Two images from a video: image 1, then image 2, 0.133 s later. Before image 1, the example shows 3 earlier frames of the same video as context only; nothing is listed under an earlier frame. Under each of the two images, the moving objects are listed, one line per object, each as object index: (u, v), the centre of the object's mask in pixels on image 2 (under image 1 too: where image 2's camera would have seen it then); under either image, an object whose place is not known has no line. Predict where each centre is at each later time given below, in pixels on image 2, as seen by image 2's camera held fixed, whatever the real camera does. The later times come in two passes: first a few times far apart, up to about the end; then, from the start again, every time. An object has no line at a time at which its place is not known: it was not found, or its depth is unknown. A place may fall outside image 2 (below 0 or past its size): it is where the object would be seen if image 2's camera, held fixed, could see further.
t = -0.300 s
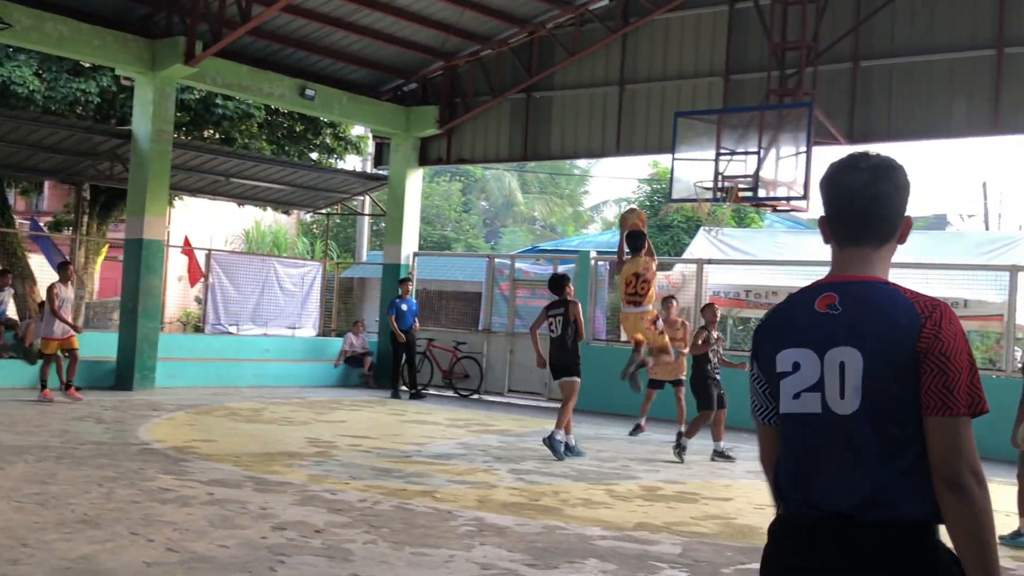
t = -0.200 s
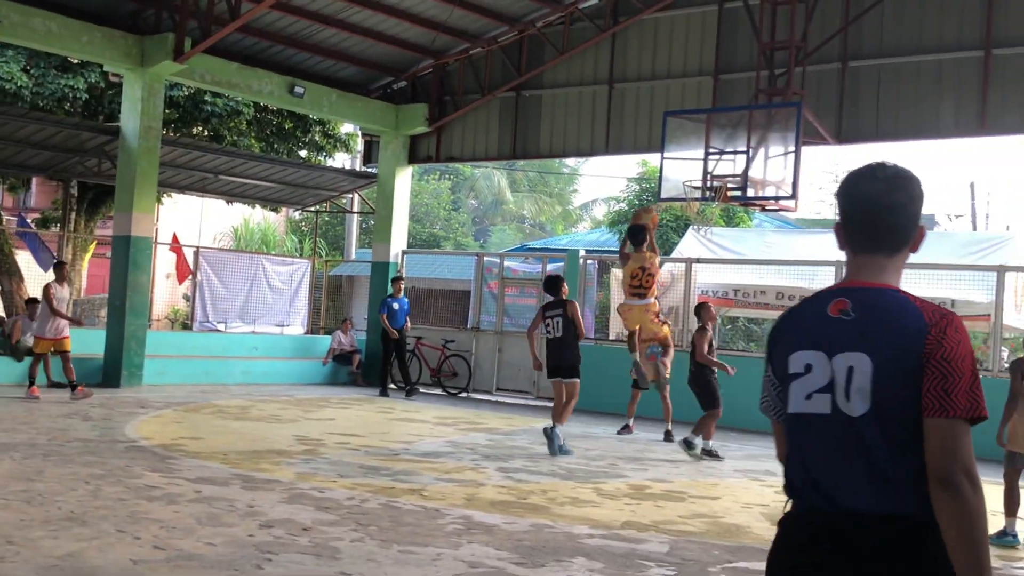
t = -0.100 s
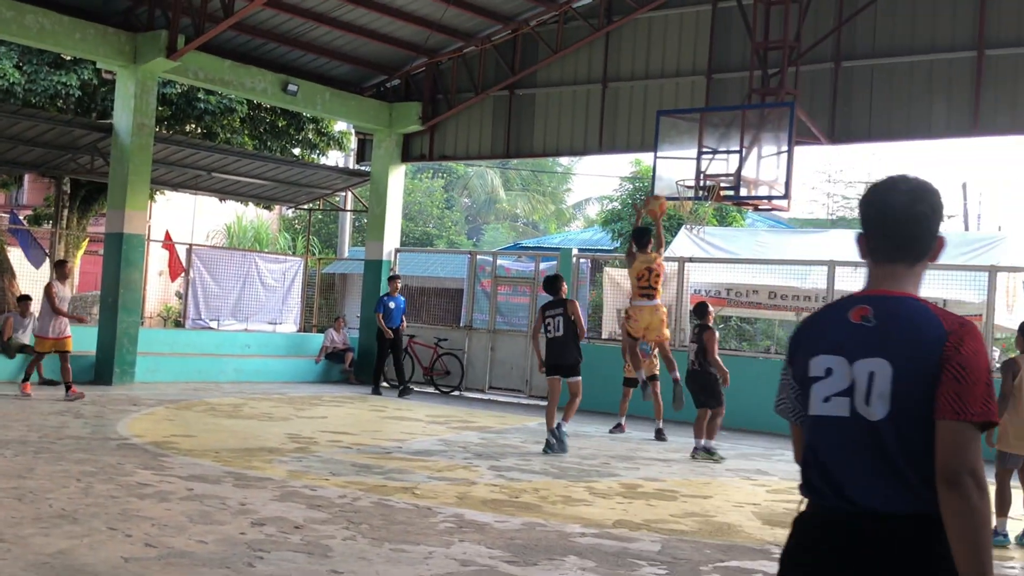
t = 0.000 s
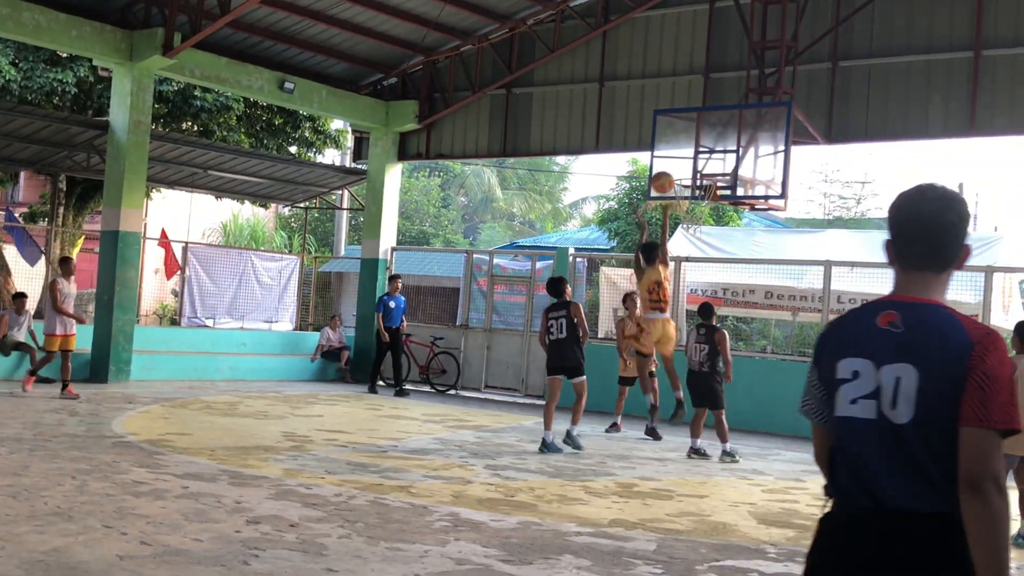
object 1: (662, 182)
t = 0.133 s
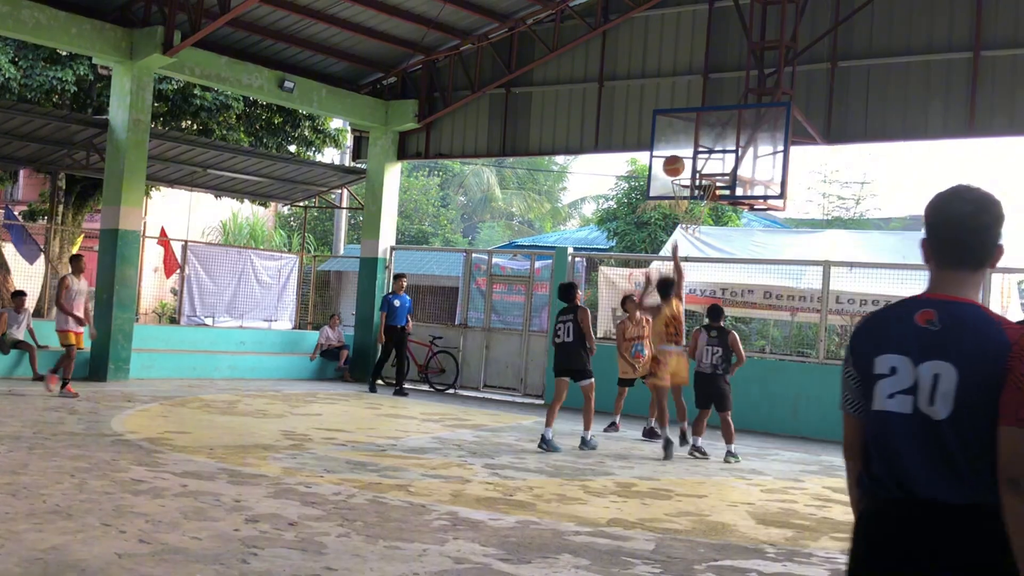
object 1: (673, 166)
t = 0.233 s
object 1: (682, 165)
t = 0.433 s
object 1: (687, 159)
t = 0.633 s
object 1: (681, 168)
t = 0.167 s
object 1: (676, 164)
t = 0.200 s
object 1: (679, 164)
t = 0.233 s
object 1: (682, 165)
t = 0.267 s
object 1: (685, 166)
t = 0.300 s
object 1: (687, 169)
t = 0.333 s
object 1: (688, 167)
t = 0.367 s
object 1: (687, 164)
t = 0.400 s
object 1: (687, 160)
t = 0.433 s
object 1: (687, 159)
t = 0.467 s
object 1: (686, 158)
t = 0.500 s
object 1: (685, 157)
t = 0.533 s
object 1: (685, 158)
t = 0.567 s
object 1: (683, 161)
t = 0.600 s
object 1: (682, 164)
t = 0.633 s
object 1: (681, 168)
